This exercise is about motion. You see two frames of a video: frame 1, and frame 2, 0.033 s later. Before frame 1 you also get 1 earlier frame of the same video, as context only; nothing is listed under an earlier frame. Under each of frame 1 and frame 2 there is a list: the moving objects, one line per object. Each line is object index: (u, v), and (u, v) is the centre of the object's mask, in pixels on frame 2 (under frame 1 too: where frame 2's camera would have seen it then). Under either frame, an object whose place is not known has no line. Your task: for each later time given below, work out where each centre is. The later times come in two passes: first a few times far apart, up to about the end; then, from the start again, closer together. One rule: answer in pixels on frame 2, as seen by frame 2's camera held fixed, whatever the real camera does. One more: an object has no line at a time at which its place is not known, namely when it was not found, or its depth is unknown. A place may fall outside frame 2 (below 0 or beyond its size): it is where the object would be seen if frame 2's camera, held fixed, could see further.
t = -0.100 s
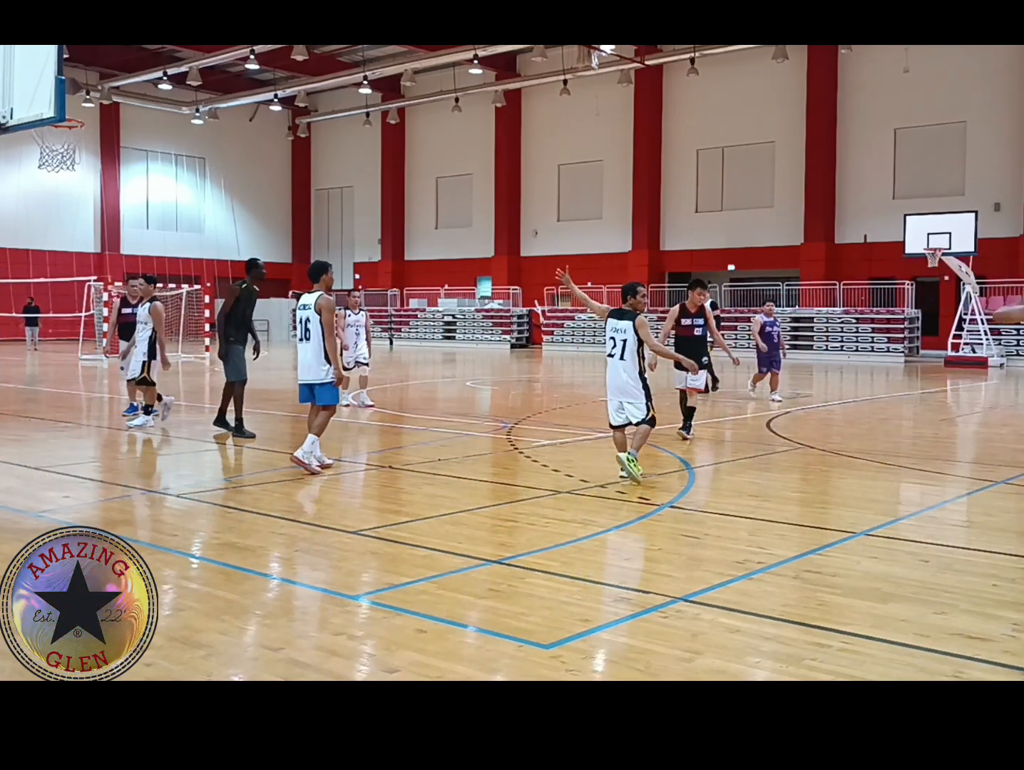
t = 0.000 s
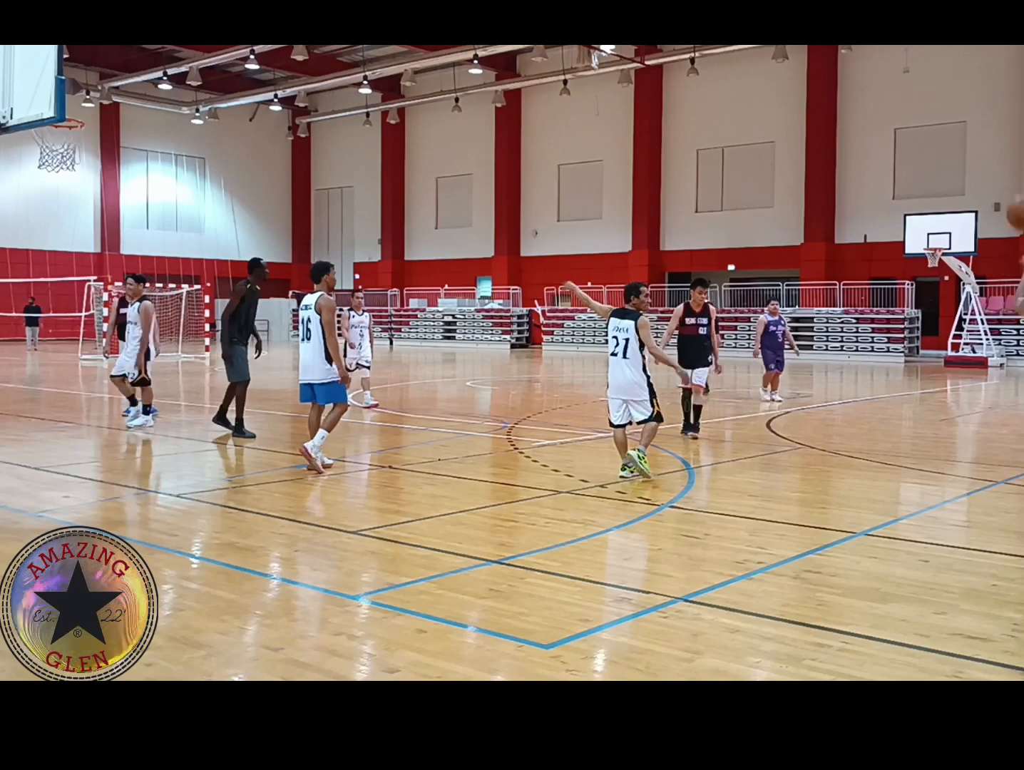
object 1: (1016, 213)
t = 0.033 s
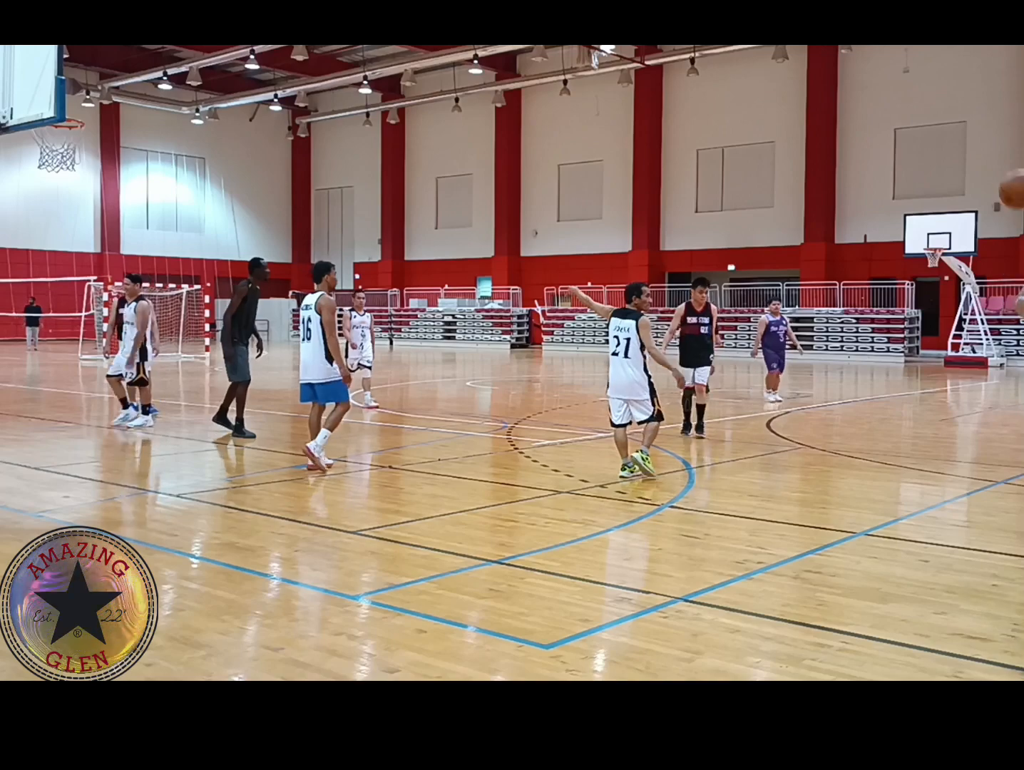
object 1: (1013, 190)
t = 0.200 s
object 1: (984, 116)
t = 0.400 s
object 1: (948, 90)
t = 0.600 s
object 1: (921, 114)
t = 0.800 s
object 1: (897, 171)
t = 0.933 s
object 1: (884, 223)
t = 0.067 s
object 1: (1009, 170)
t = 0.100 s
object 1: (1004, 154)
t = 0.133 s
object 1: (997, 139)
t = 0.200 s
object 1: (984, 116)
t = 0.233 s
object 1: (977, 107)
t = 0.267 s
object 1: (971, 101)
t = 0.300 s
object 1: (965, 96)
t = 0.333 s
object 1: (959, 92)
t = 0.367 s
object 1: (954, 91)
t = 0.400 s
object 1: (948, 90)
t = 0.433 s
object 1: (944, 91)
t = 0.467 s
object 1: (939, 94)
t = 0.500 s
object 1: (934, 97)
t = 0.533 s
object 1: (929, 102)
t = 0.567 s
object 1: (925, 108)
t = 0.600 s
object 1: (921, 114)
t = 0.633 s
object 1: (917, 122)
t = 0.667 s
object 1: (912, 130)
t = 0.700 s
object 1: (908, 139)
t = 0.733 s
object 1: (904, 149)
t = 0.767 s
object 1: (901, 160)
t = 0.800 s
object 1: (897, 171)
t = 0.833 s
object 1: (894, 183)
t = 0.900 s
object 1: (887, 209)
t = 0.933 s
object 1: (884, 223)
